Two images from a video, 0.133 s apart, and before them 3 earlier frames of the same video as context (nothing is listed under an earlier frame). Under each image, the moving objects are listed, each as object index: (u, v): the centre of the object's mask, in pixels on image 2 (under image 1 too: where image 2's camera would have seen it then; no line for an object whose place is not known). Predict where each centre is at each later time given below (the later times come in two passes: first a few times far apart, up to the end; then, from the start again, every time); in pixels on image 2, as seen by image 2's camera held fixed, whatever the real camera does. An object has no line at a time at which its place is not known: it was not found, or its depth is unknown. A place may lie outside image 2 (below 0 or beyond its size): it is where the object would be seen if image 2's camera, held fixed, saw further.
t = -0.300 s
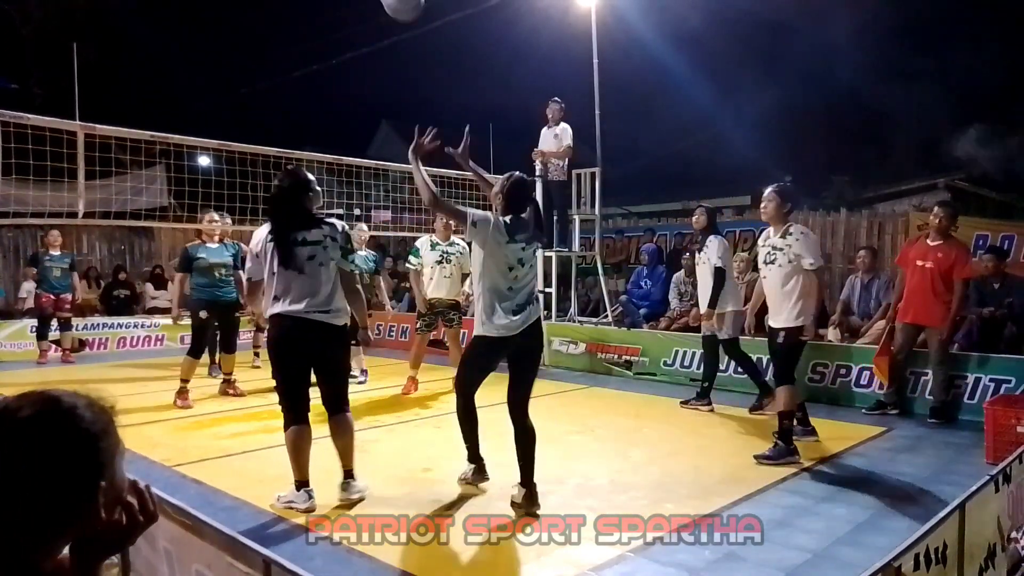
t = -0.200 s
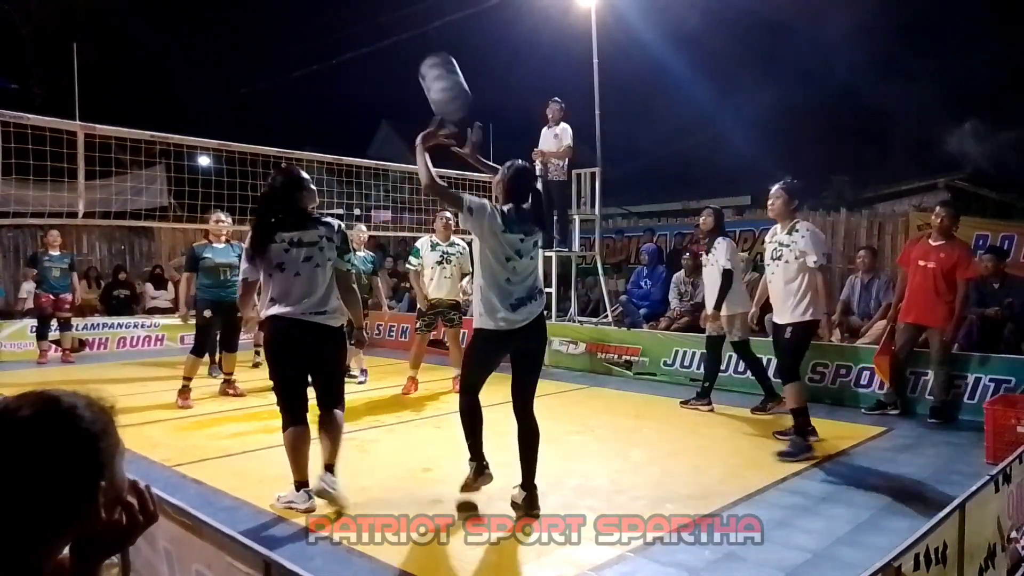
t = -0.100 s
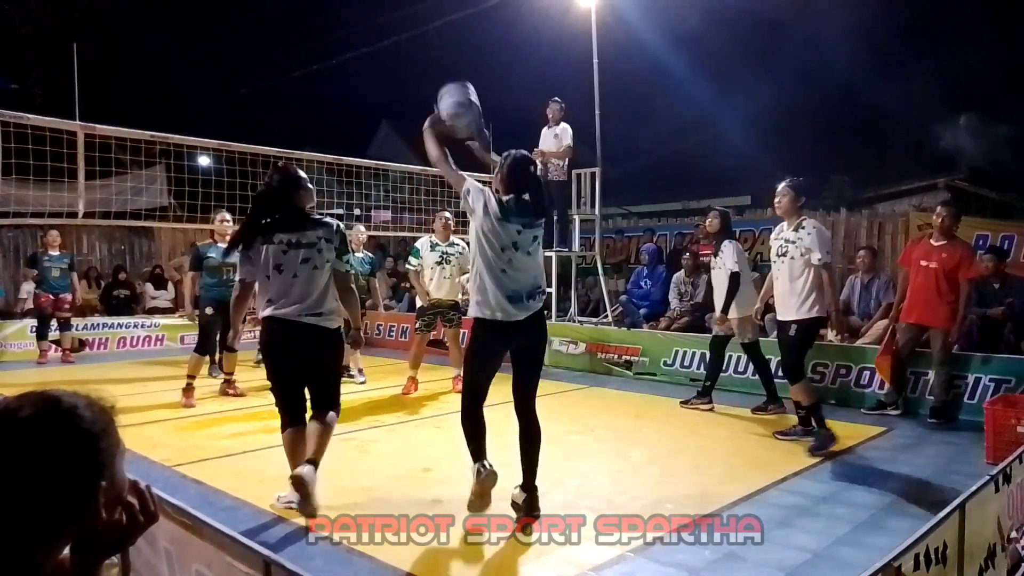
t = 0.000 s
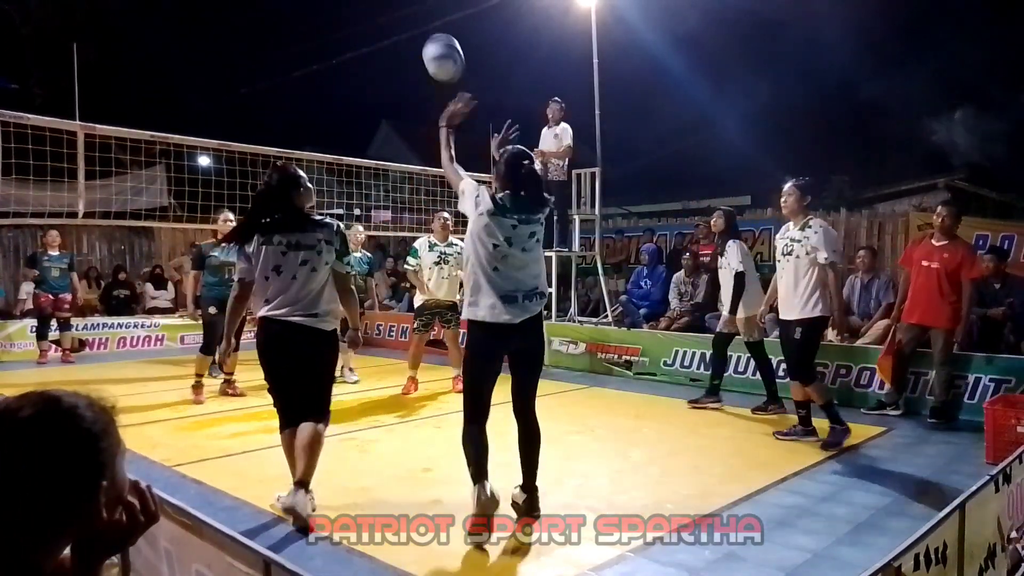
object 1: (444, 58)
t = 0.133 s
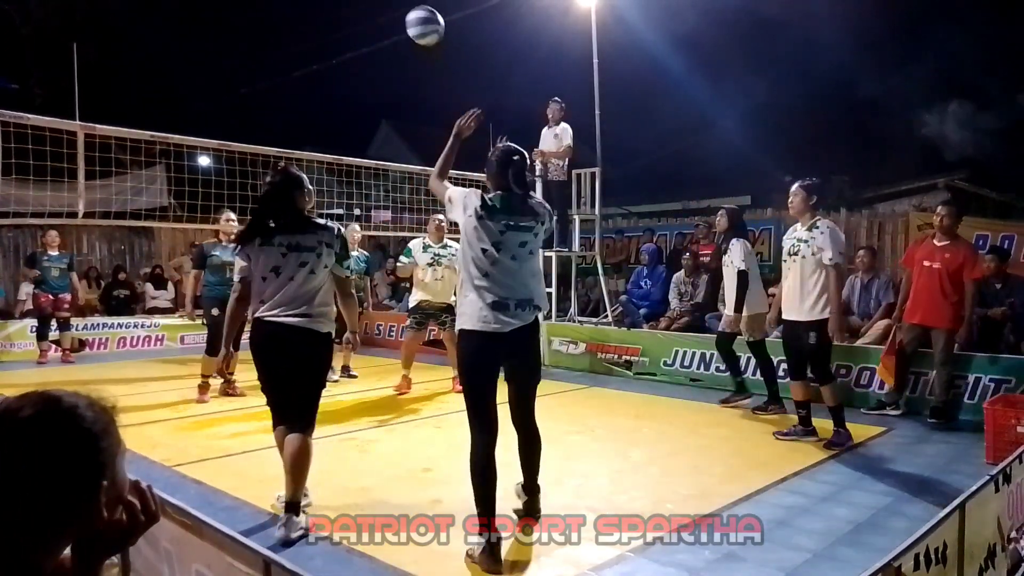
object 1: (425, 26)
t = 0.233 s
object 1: (413, 23)
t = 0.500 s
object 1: (388, 86)
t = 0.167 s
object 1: (420, 23)
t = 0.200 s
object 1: (417, 22)
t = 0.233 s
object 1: (413, 23)
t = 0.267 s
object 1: (409, 26)
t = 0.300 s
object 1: (406, 31)
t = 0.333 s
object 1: (402, 37)
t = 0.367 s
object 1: (399, 45)
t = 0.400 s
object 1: (396, 53)
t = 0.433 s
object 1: (393, 63)
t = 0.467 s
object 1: (390, 74)
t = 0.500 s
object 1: (388, 86)
